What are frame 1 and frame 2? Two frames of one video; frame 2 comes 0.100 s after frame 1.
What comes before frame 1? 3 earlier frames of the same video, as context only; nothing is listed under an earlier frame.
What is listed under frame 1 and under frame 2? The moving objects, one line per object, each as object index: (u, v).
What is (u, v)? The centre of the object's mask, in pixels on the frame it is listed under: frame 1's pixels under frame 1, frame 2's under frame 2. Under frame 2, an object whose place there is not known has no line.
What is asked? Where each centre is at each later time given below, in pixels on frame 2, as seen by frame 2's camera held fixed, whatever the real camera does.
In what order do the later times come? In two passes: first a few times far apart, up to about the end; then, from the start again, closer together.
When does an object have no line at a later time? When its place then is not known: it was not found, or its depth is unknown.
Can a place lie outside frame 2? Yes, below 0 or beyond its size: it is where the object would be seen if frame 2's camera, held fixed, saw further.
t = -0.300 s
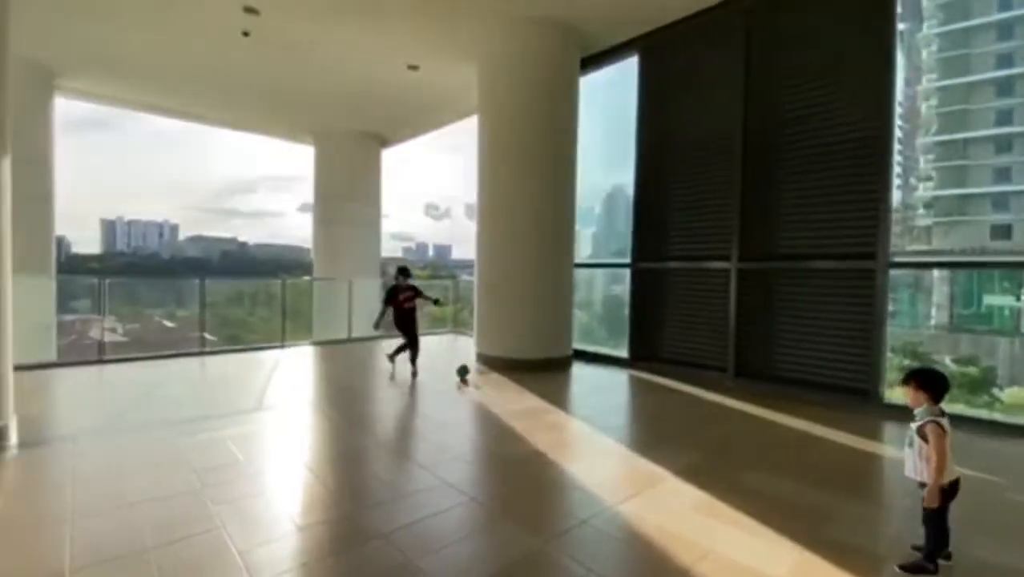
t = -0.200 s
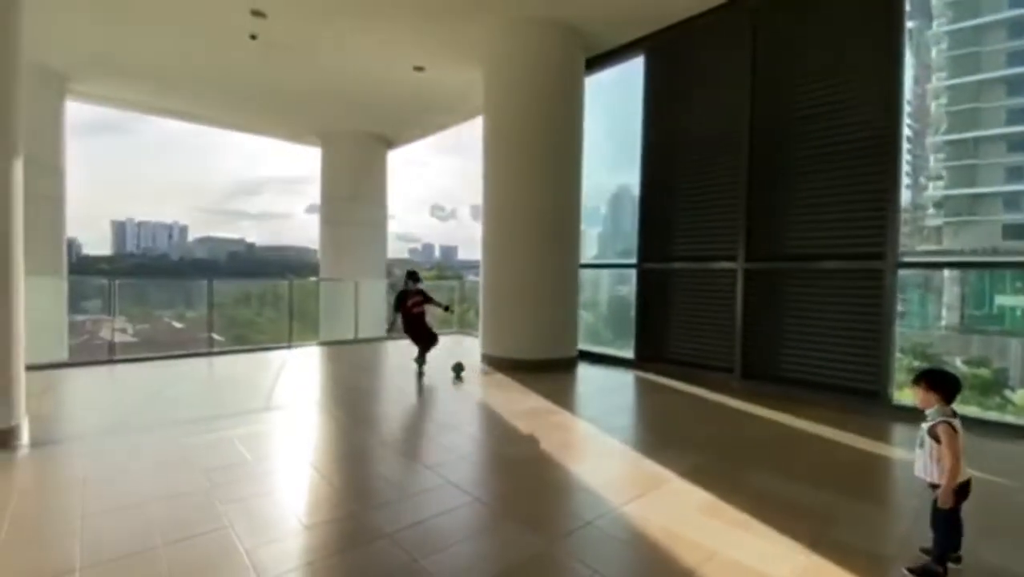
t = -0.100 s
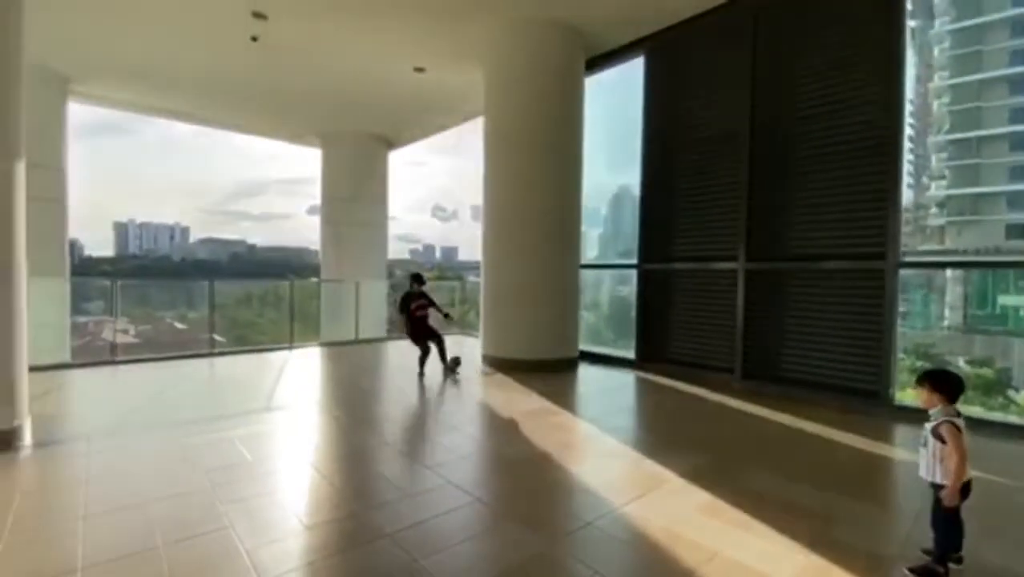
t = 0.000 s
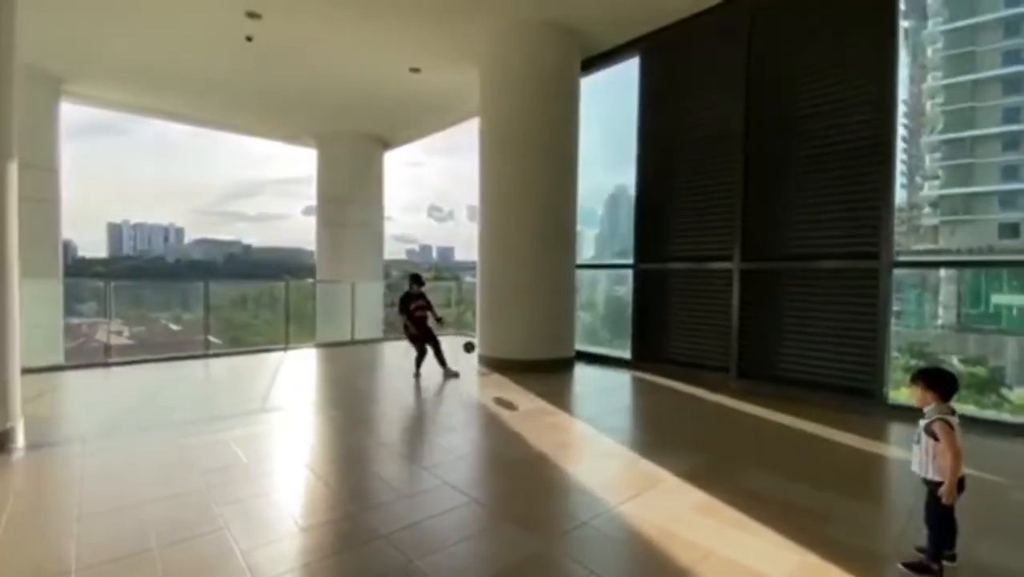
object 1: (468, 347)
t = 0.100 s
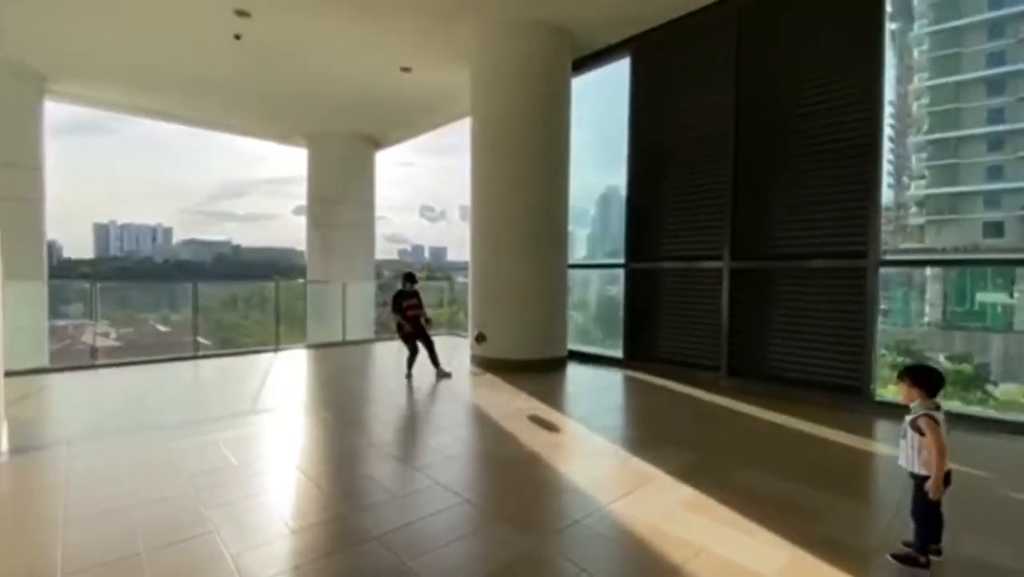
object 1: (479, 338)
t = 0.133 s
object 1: (485, 336)
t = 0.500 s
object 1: (566, 381)
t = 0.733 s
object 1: (588, 389)
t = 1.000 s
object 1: (602, 402)
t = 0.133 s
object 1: (485, 336)
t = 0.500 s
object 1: (566, 381)
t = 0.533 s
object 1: (573, 392)
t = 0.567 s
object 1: (578, 395)
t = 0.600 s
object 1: (580, 391)
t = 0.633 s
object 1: (582, 389)
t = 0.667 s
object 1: (583, 388)
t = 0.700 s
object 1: (585, 388)
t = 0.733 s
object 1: (588, 389)
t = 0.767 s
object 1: (590, 390)
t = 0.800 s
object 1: (591, 393)
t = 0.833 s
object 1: (593, 397)
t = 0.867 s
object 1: (595, 402)
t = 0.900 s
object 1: (597, 401)
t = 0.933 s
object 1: (599, 400)
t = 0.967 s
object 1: (600, 401)
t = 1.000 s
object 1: (602, 402)
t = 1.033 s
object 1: (603, 404)
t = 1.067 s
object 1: (605, 404)
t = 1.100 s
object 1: (607, 405)
